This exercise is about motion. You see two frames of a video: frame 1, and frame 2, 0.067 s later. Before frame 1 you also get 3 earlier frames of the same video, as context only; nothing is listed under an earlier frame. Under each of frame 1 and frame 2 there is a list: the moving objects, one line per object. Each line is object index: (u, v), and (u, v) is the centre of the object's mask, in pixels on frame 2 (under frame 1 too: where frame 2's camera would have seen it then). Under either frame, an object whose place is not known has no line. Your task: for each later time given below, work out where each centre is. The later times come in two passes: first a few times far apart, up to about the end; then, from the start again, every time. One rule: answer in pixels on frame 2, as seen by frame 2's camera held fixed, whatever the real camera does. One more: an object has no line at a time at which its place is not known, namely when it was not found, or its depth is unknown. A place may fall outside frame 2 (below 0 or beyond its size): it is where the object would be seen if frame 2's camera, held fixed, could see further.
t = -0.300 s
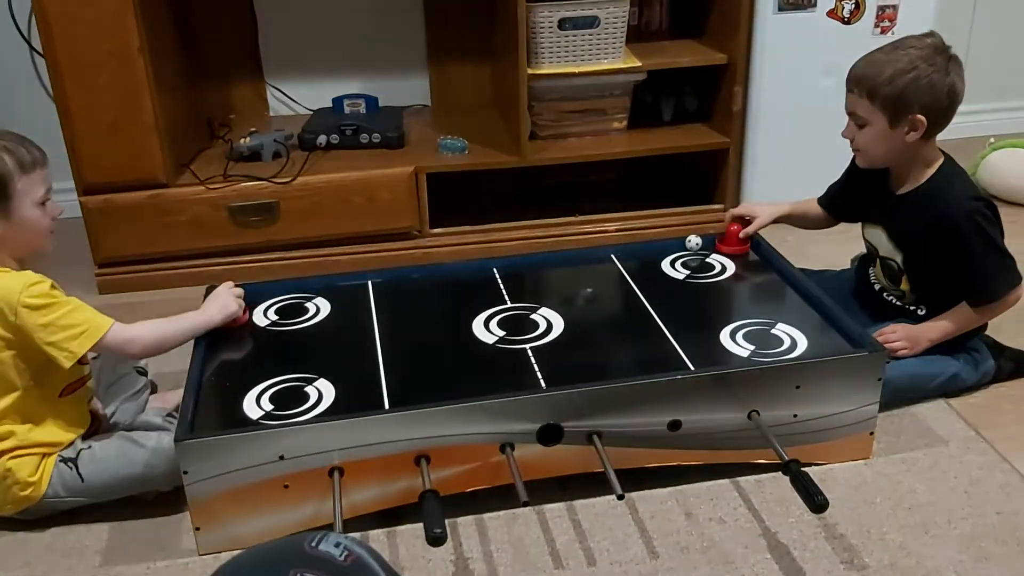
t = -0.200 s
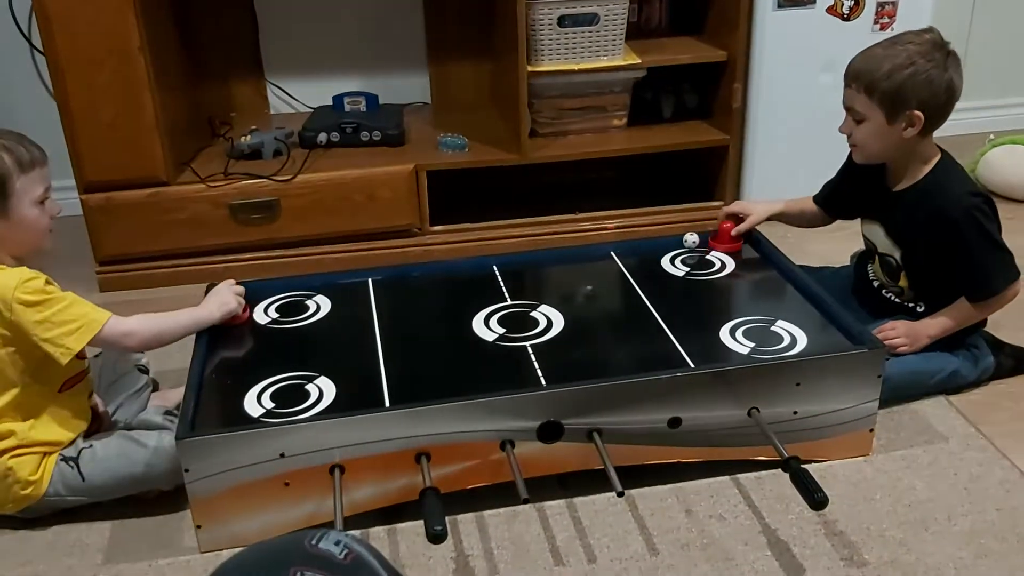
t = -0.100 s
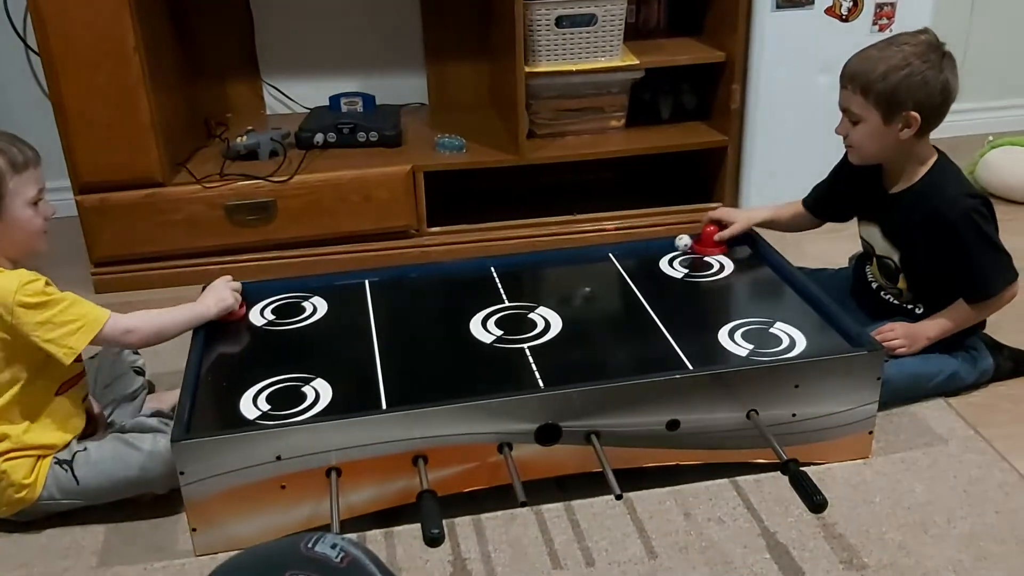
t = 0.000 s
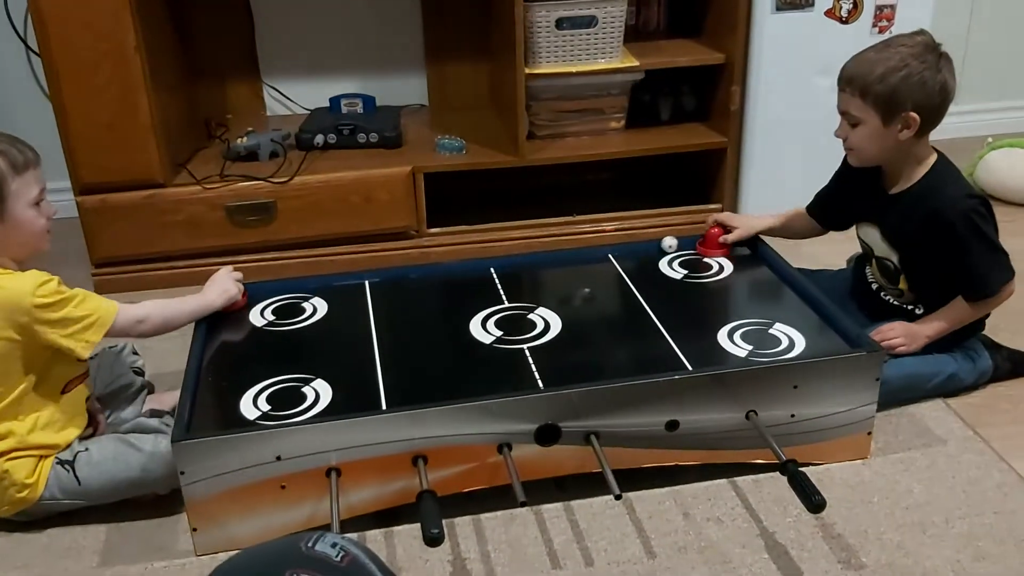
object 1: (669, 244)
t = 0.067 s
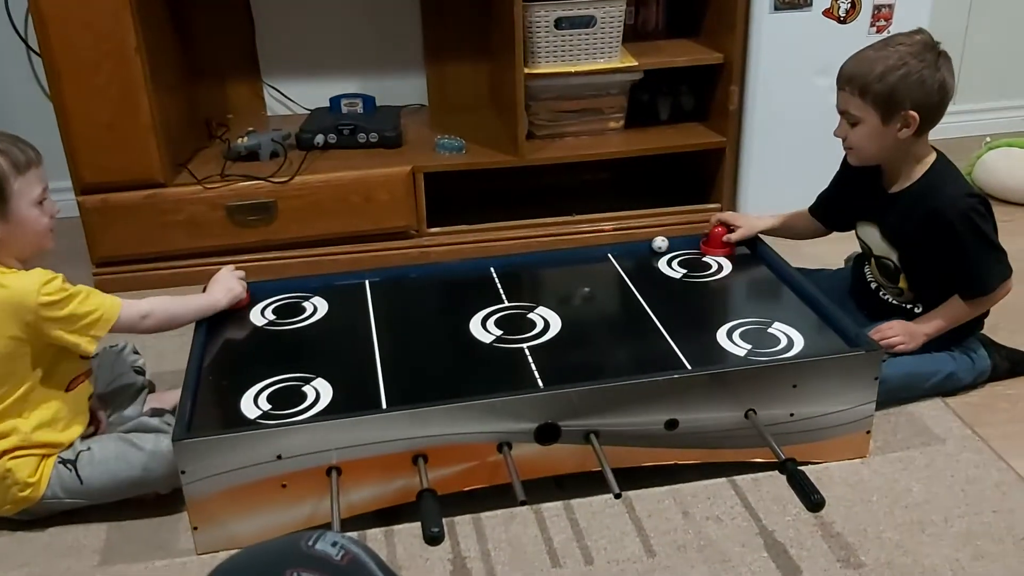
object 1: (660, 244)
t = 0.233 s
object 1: (640, 247)
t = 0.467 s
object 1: (612, 250)
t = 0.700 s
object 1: (584, 253)
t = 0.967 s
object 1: (552, 256)
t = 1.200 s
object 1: (525, 259)
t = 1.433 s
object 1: (499, 262)
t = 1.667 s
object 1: (473, 265)
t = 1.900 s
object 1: (448, 268)
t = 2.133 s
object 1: (425, 270)
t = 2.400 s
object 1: (401, 273)
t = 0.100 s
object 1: (656, 245)
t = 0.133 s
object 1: (652, 245)
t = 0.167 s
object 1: (648, 246)
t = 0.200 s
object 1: (644, 246)
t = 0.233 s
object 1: (640, 247)
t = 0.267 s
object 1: (636, 247)
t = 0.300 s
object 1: (632, 248)
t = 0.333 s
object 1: (628, 248)
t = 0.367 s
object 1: (624, 249)
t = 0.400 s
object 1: (620, 249)
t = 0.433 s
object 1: (616, 249)
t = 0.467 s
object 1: (612, 250)
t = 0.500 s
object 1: (608, 250)
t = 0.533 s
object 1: (604, 251)
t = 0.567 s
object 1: (600, 251)
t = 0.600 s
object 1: (596, 252)
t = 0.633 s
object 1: (592, 252)
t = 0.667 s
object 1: (588, 253)
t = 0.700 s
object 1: (584, 253)
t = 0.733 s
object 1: (580, 253)
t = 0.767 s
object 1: (576, 254)
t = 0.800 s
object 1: (572, 254)
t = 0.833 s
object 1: (568, 255)
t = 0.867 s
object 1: (564, 255)
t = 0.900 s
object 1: (560, 255)
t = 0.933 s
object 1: (557, 256)
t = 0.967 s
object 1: (552, 256)
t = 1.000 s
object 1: (548, 257)
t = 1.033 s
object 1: (544, 257)
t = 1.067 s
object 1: (541, 258)
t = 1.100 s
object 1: (537, 258)
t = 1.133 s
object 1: (533, 259)
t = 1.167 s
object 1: (529, 259)
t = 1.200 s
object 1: (525, 259)
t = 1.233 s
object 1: (521, 260)
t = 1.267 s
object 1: (517, 260)
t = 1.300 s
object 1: (514, 261)
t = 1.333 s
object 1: (510, 261)
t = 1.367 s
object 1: (506, 262)
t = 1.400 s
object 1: (502, 262)
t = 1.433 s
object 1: (499, 262)
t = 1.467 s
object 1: (495, 263)
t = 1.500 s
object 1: (491, 263)
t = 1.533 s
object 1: (487, 264)
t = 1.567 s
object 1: (484, 264)
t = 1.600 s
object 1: (480, 264)
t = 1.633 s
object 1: (477, 265)
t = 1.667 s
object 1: (473, 265)
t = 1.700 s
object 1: (469, 266)
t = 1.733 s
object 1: (466, 266)
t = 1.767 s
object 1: (463, 267)
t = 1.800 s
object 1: (459, 267)
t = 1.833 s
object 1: (455, 267)
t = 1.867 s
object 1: (452, 268)
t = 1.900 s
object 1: (448, 268)
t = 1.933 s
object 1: (445, 268)
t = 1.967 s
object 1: (442, 268)
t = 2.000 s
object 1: (438, 269)
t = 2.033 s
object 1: (435, 269)
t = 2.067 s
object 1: (432, 270)
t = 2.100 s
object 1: (429, 270)
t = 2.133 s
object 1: (425, 270)
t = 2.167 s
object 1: (422, 270)
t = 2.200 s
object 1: (419, 271)
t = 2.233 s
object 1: (416, 271)
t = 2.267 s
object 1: (413, 271)
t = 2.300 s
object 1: (410, 272)
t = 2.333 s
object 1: (407, 272)
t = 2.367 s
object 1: (404, 272)
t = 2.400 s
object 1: (401, 273)
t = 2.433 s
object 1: (399, 273)
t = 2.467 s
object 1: (396, 273)
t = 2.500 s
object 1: (393, 274)
